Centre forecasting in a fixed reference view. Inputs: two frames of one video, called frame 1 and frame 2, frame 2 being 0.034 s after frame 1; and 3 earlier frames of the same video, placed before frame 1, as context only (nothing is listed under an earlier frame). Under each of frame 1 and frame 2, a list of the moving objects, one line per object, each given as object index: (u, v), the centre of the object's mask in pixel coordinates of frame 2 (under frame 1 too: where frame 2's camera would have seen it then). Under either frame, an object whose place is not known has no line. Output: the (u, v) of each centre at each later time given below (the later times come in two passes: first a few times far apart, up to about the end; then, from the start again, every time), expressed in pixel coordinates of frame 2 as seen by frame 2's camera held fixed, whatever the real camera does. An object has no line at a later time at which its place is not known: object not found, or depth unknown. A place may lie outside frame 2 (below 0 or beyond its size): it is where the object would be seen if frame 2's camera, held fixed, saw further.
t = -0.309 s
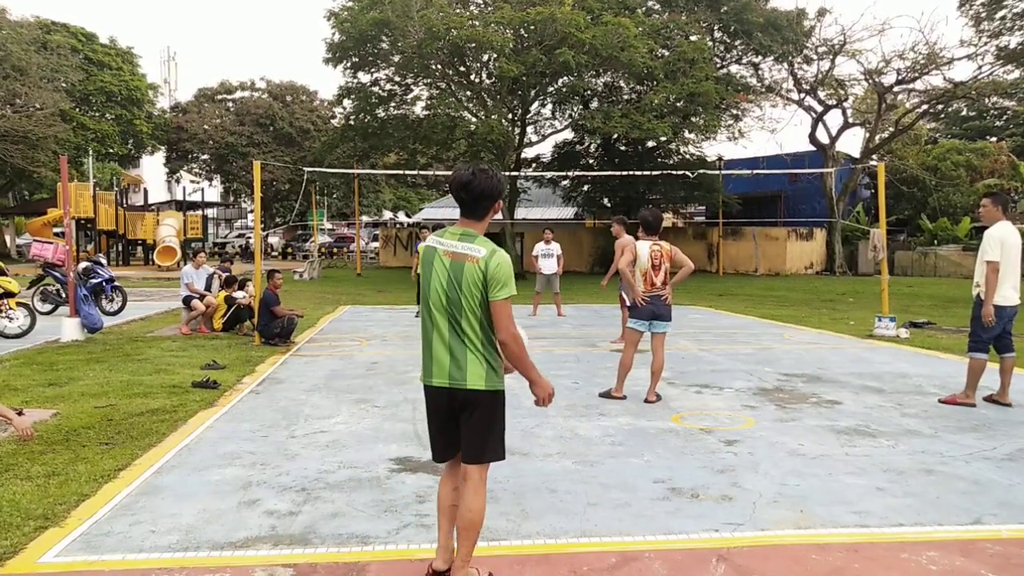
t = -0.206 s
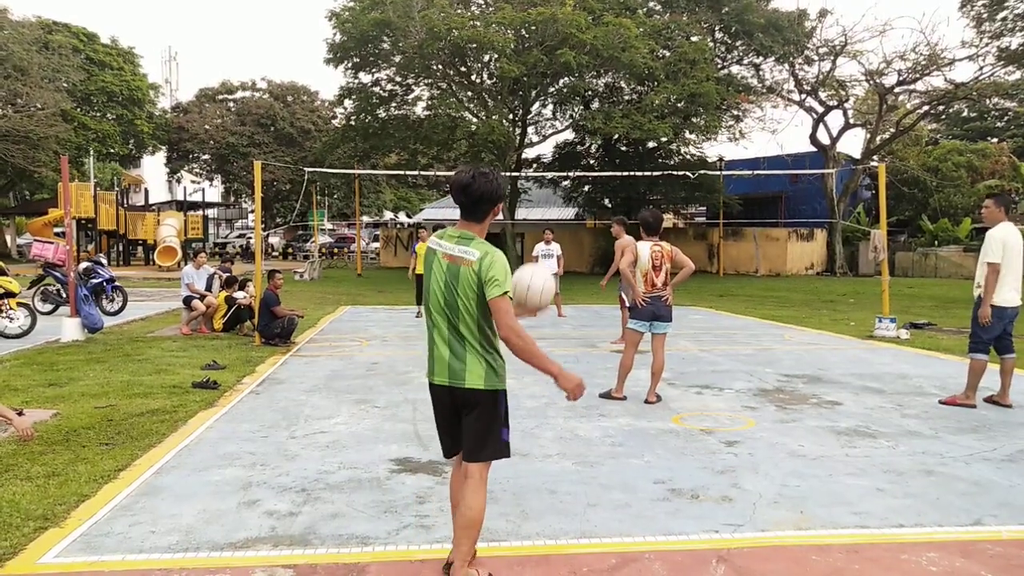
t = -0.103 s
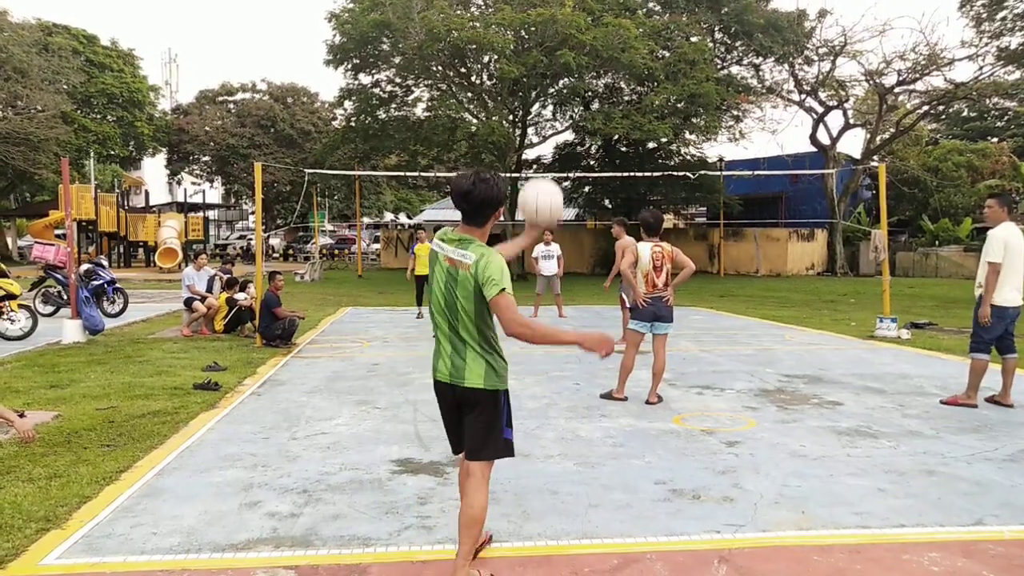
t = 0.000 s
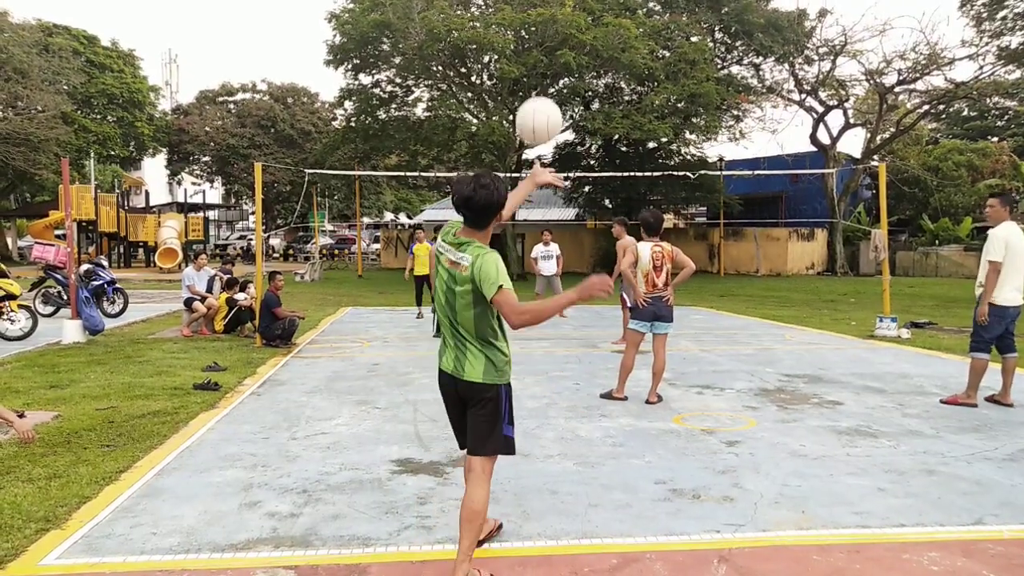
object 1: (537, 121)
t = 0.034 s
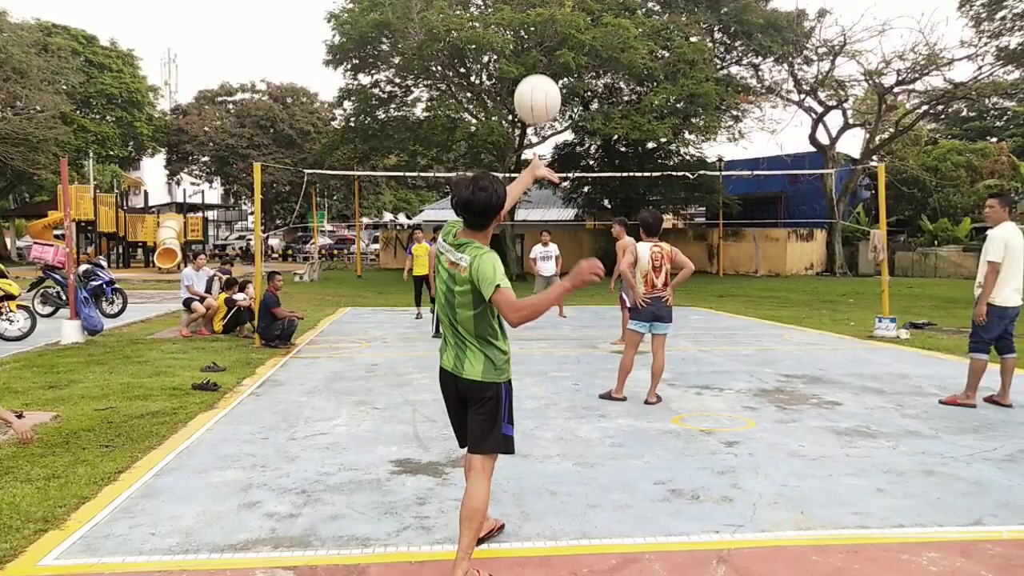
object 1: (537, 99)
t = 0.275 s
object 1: (532, 15)
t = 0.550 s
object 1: (526, 52)
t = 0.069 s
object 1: (536, 79)
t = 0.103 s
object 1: (536, 62)
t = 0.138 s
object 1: (535, 47)
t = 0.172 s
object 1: (534, 33)
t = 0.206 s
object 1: (534, 23)
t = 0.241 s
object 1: (533, 18)
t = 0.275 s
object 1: (532, 15)
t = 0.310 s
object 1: (531, 13)
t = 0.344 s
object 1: (531, 12)
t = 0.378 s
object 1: (530, 13)
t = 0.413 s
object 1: (529, 15)
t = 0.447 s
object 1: (529, 19)
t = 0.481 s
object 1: (528, 25)
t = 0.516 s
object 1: (527, 37)
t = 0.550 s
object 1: (526, 52)
